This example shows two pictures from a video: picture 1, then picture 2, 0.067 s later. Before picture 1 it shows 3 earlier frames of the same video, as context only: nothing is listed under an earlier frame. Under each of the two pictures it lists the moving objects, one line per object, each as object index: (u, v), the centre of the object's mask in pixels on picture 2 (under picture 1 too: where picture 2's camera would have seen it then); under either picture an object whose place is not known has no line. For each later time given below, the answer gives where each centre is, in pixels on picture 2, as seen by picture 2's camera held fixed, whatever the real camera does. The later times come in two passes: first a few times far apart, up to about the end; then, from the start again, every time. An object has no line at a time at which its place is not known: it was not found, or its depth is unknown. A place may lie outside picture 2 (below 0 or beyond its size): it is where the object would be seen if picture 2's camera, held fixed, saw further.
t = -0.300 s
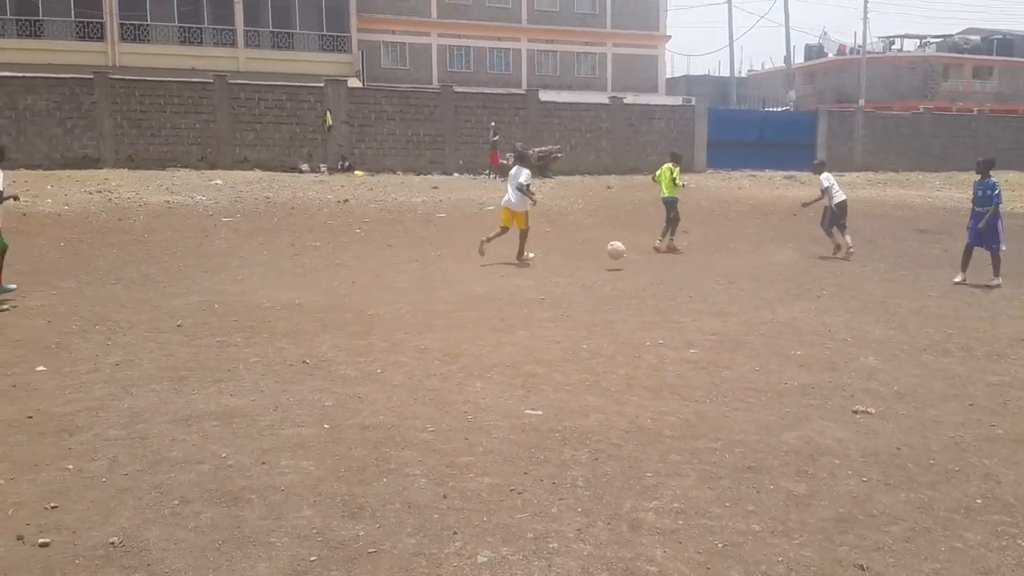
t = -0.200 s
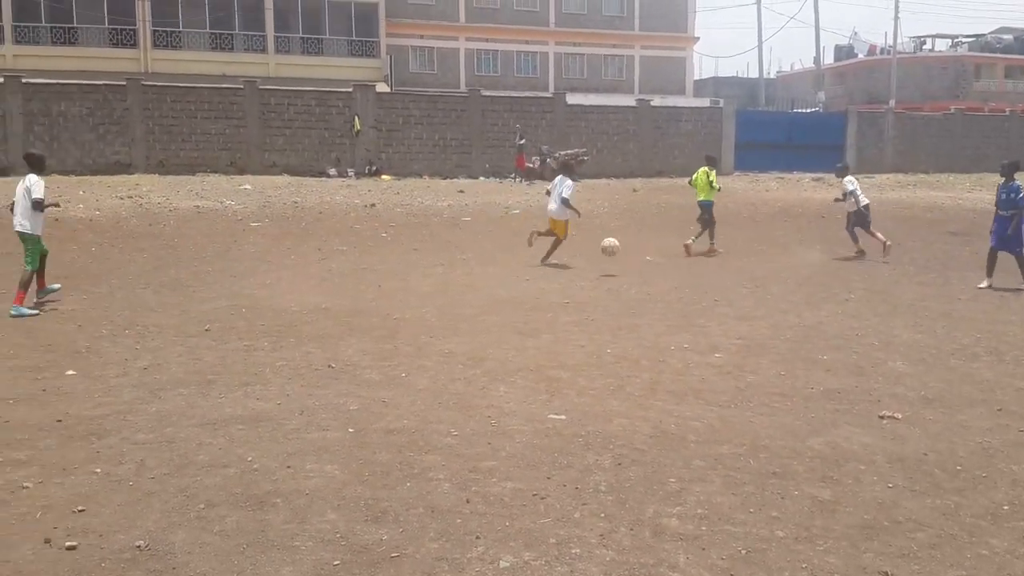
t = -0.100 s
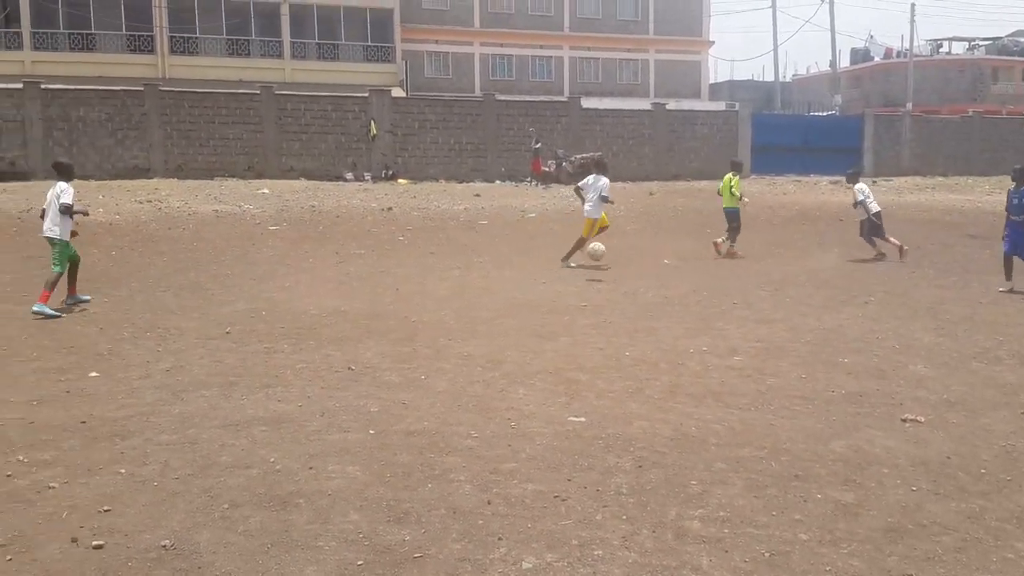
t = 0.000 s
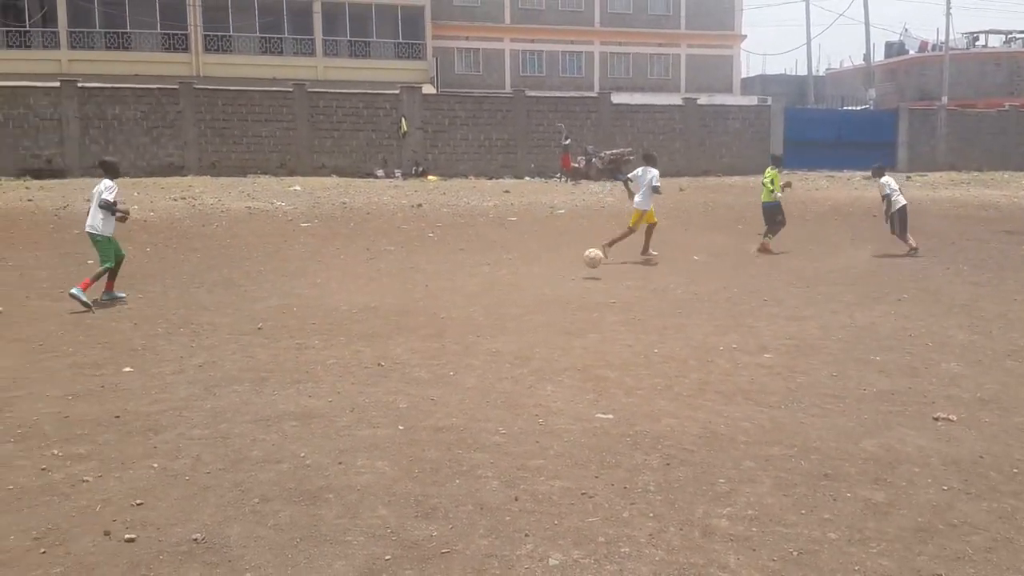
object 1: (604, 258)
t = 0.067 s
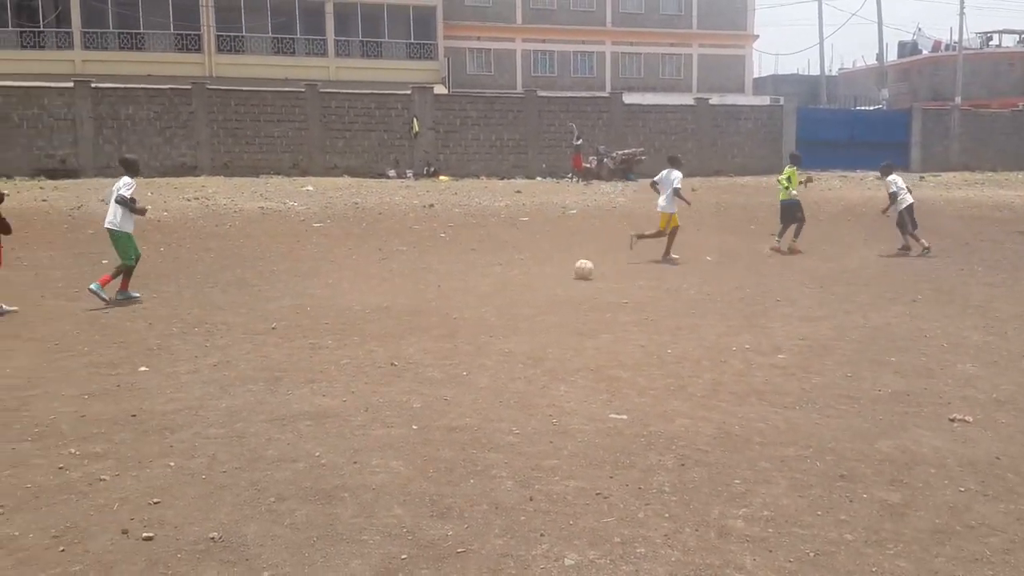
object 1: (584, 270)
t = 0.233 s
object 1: (526, 266)
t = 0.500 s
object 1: (433, 268)
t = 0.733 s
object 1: (354, 267)
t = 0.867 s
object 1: (308, 271)
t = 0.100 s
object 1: (573, 268)
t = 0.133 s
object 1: (561, 266)
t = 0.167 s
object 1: (549, 265)
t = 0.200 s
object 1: (538, 265)
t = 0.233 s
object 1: (526, 266)
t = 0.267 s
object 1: (515, 268)
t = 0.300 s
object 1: (503, 271)
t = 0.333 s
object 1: (492, 269)
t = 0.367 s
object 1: (480, 267)
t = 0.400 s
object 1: (468, 266)
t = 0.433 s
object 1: (456, 265)
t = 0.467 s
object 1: (444, 266)
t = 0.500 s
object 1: (433, 268)
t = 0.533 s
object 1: (422, 271)
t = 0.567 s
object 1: (410, 269)
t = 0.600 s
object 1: (399, 266)
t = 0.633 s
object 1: (388, 265)
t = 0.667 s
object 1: (376, 265)
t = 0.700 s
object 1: (365, 266)
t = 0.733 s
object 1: (354, 267)
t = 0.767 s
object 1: (342, 271)
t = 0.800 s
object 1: (331, 272)
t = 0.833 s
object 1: (320, 271)
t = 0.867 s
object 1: (308, 271)
